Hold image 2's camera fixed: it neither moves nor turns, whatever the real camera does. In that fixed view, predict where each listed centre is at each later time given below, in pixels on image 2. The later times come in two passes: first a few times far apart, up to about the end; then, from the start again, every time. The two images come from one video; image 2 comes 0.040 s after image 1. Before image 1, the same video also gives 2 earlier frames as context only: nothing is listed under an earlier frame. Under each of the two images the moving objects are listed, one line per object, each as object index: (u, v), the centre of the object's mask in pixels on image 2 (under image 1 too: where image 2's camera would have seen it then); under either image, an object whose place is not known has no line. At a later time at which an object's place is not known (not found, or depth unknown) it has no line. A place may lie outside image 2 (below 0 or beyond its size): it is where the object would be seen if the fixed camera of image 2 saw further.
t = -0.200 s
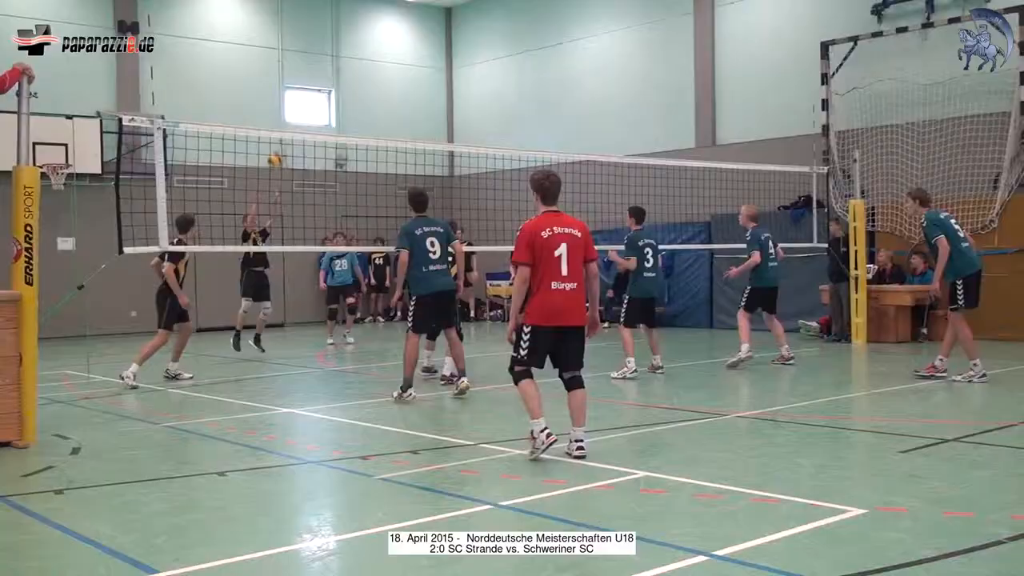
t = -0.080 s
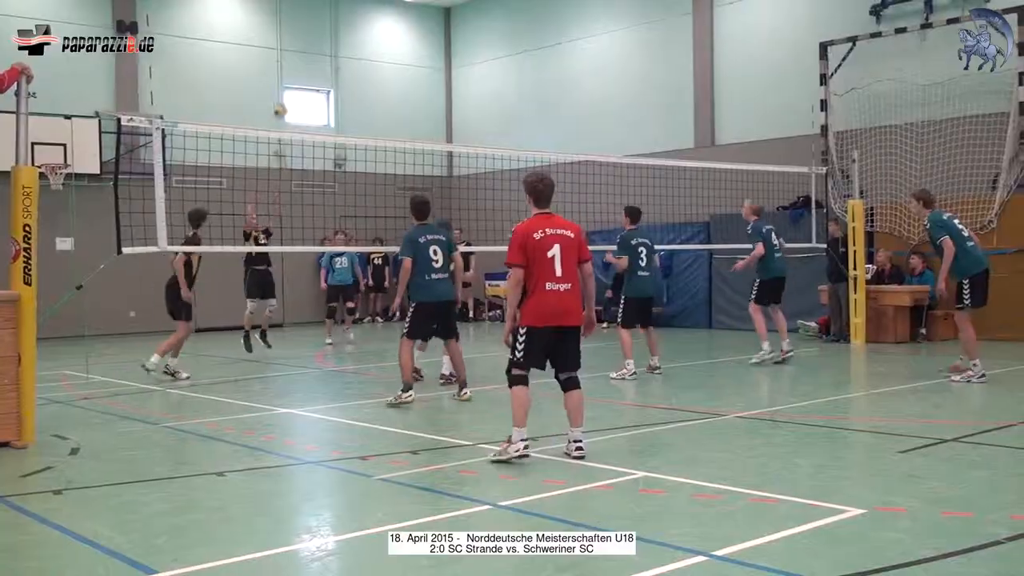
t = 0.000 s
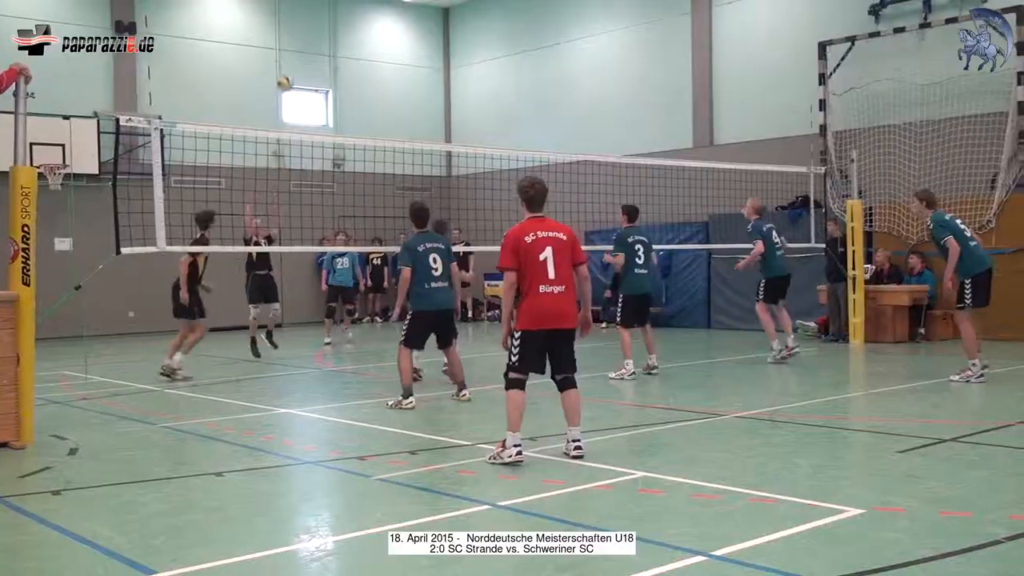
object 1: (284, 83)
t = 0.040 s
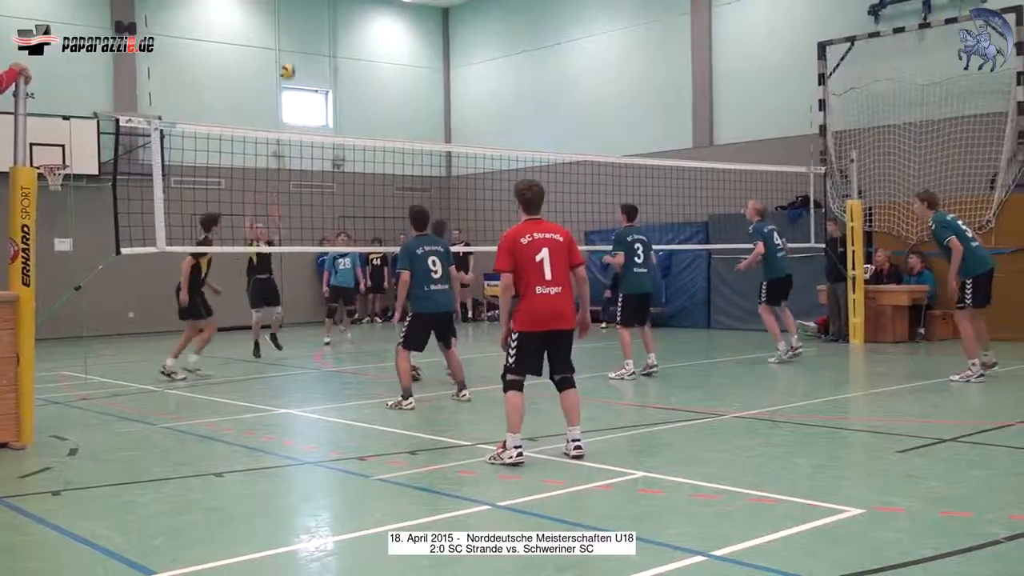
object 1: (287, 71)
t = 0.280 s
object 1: (303, 24)
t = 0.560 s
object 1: (324, 25)
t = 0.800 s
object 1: (343, 79)
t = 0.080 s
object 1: (289, 61)
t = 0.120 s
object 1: (292, 51)
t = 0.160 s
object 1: (294, 43)
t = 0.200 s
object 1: (298, 35)
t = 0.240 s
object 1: (300, 29)
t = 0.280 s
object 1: (303, 24)
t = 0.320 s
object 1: (305, 21)
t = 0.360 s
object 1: (309, 18)
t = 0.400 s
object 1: (311, 17)
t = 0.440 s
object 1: (314, 17)
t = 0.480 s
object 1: (317, 19)
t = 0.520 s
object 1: (321, 22)
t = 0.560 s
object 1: (324, 25)
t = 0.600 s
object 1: (327, 31)
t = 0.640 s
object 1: (330, 38)
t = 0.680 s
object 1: (334, 46)
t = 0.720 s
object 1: (337, 56)
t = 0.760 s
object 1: (340, 67)
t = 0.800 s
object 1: (343, 79)
